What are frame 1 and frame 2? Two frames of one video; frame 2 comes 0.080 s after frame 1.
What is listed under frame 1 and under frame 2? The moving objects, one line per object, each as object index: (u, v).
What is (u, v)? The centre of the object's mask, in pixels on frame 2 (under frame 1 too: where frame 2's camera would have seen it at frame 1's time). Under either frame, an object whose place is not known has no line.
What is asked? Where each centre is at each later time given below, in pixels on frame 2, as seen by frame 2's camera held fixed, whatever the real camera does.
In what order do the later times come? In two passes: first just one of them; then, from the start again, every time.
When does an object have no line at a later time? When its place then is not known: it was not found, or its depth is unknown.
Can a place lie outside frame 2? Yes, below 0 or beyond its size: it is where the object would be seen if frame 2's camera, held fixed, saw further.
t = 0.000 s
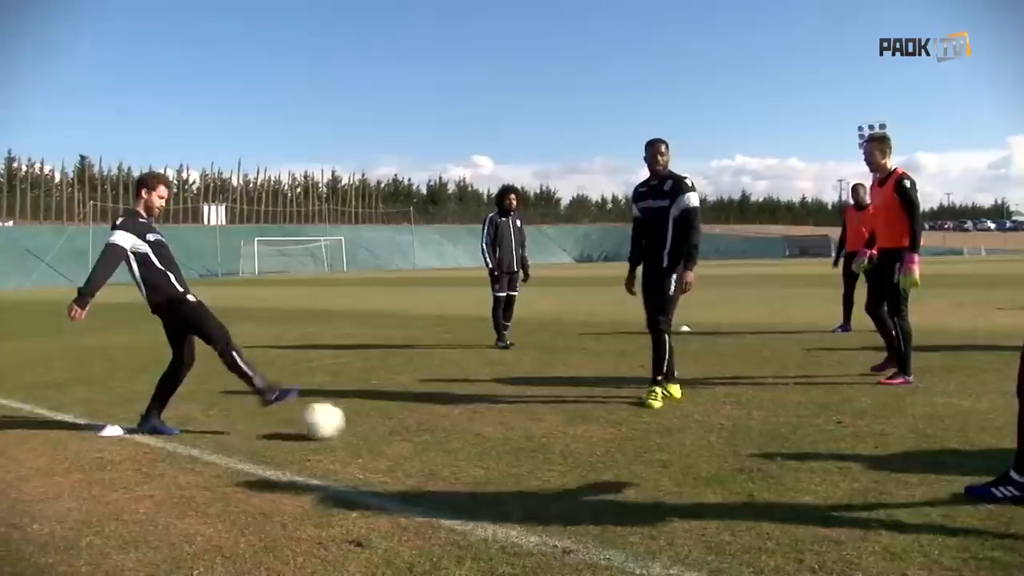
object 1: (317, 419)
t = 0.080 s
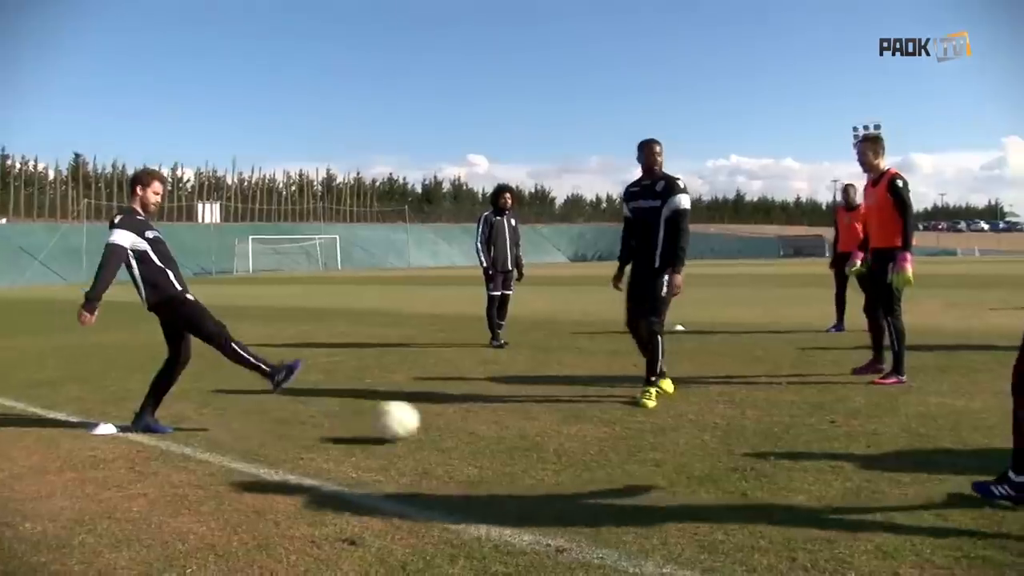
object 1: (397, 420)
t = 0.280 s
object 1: (610, 428)
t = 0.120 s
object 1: (442, 423)
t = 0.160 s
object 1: (485, 428)
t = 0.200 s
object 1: (524, 426)
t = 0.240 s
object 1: (565, 426)
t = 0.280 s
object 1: (610, 428)
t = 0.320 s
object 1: (652, 435)
